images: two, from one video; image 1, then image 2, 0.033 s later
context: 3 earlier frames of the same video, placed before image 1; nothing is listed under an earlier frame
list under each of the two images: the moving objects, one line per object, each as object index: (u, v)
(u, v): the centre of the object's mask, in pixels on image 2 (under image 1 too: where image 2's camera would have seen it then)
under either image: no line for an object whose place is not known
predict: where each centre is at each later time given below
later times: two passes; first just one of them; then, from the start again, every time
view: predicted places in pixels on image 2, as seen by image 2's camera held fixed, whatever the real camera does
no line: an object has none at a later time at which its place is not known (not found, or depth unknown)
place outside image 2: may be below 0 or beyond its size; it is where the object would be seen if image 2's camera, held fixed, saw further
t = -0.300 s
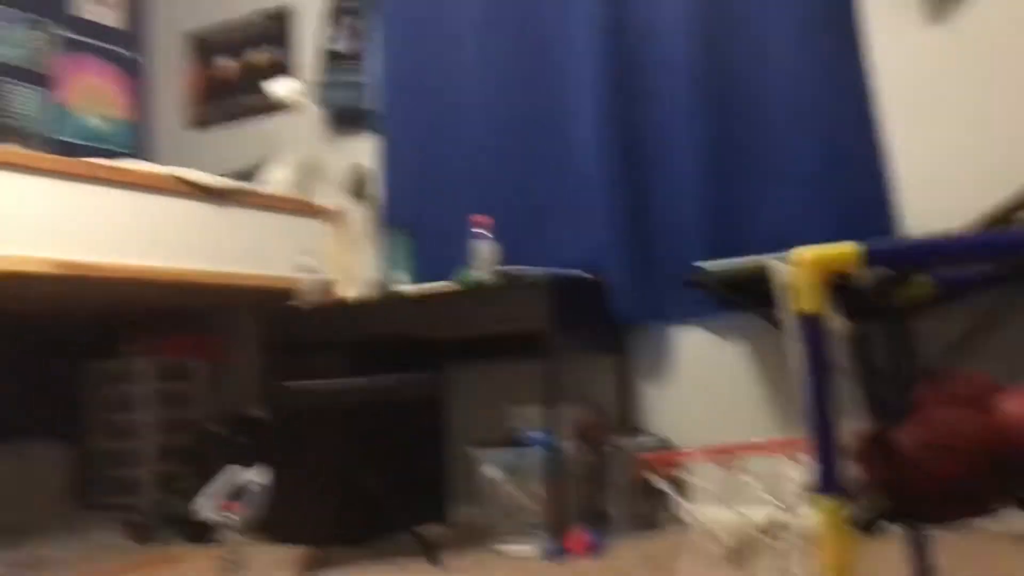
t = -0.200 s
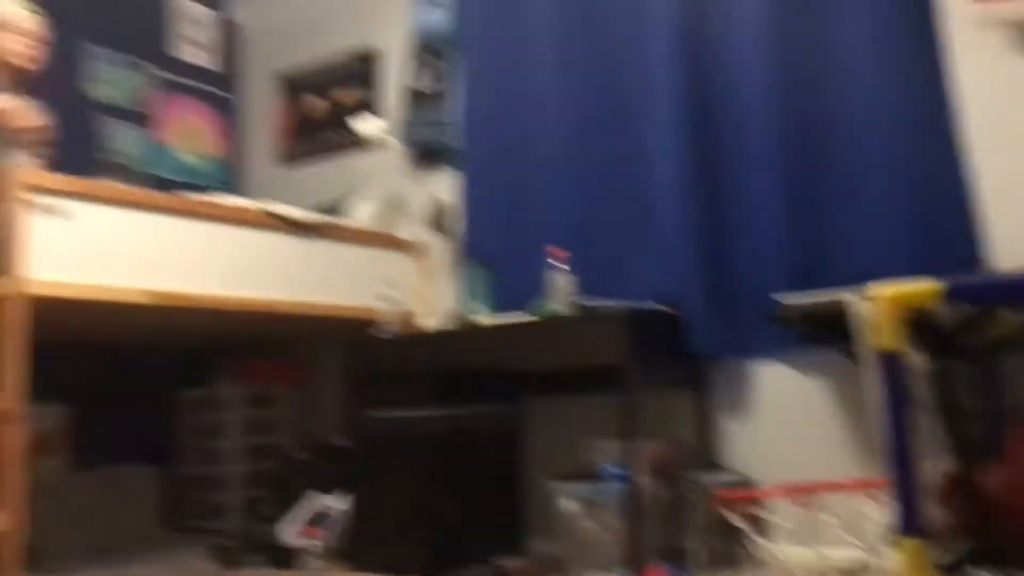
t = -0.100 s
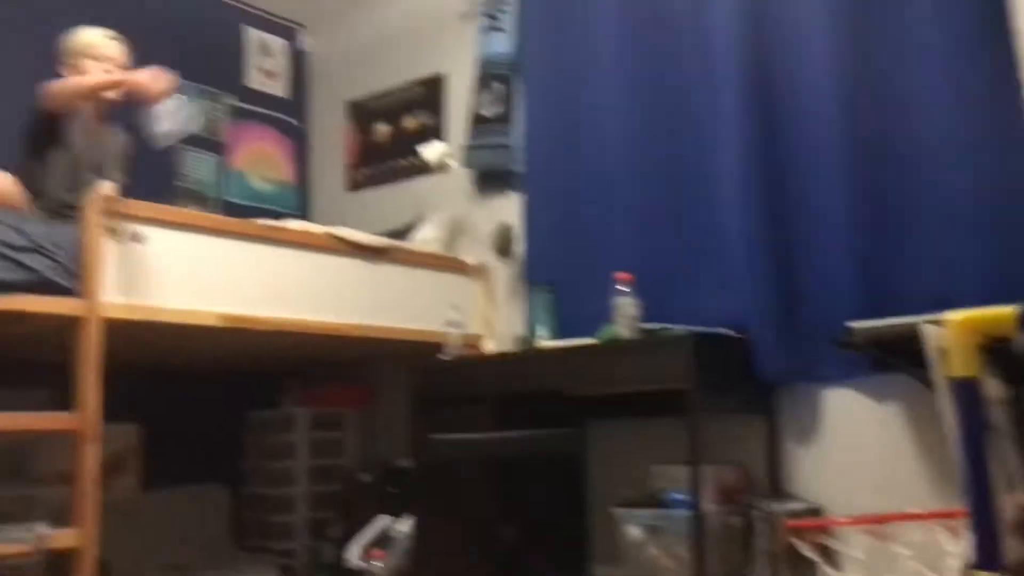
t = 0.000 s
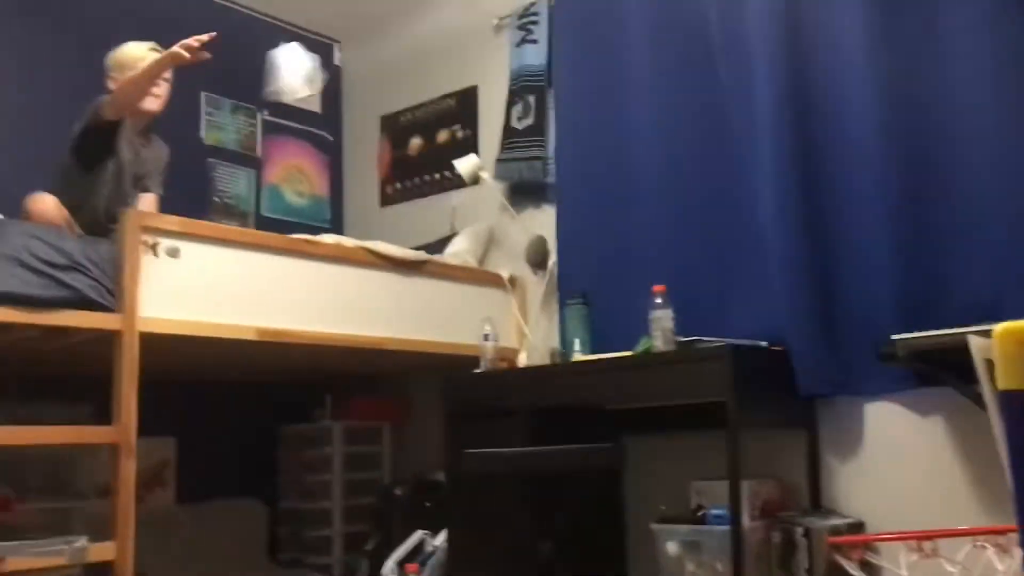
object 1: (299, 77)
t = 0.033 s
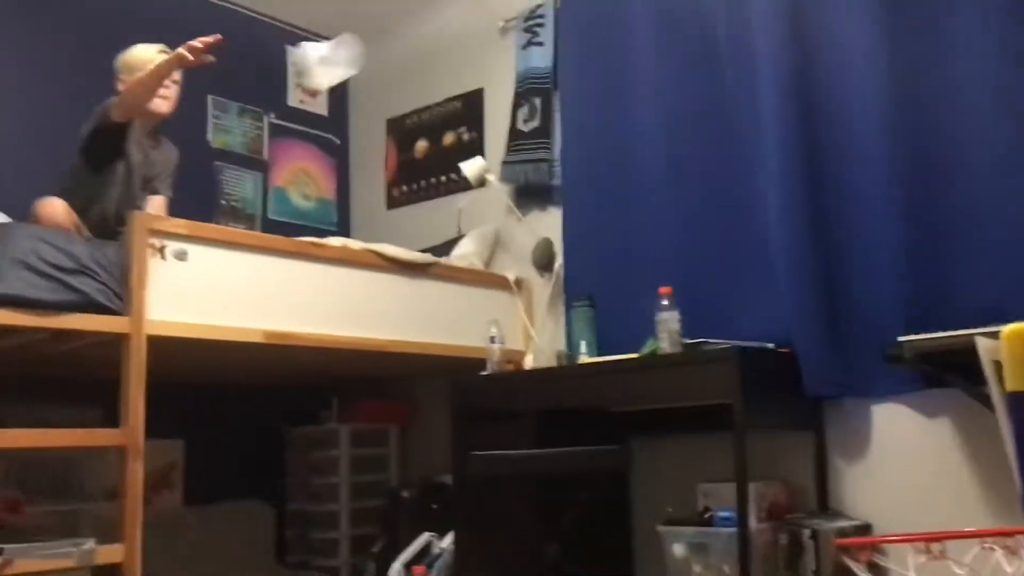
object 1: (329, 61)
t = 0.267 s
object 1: (544, 70)
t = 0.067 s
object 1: (357, 43)
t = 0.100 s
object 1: (382, 39)
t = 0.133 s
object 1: (412, 34)
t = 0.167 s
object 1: (439, 33)
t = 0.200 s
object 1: (470, 43)
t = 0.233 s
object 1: (503, 50)
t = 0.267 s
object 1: (544, 70)
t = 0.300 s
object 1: (586, 88)
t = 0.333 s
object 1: (611, 109)
